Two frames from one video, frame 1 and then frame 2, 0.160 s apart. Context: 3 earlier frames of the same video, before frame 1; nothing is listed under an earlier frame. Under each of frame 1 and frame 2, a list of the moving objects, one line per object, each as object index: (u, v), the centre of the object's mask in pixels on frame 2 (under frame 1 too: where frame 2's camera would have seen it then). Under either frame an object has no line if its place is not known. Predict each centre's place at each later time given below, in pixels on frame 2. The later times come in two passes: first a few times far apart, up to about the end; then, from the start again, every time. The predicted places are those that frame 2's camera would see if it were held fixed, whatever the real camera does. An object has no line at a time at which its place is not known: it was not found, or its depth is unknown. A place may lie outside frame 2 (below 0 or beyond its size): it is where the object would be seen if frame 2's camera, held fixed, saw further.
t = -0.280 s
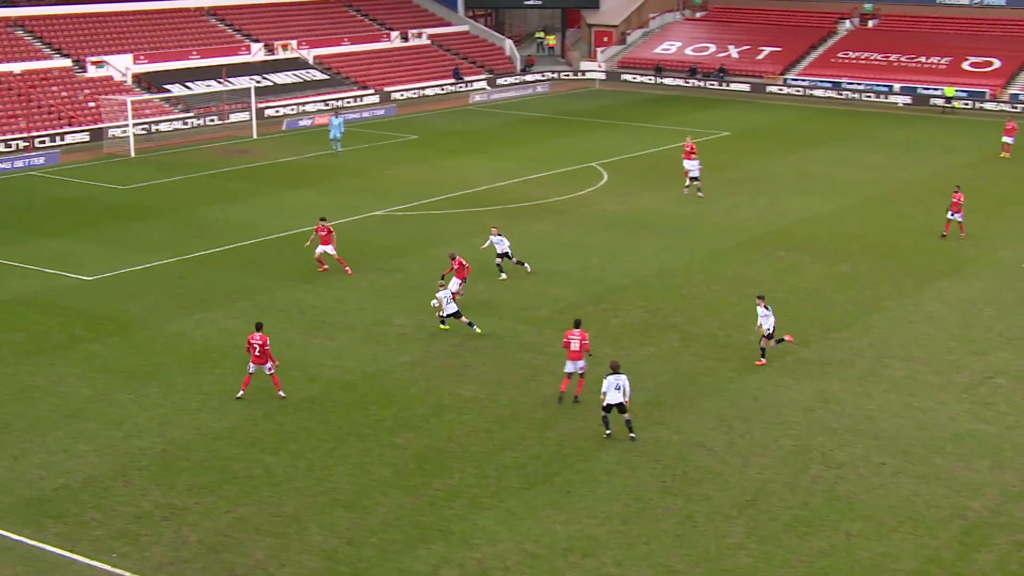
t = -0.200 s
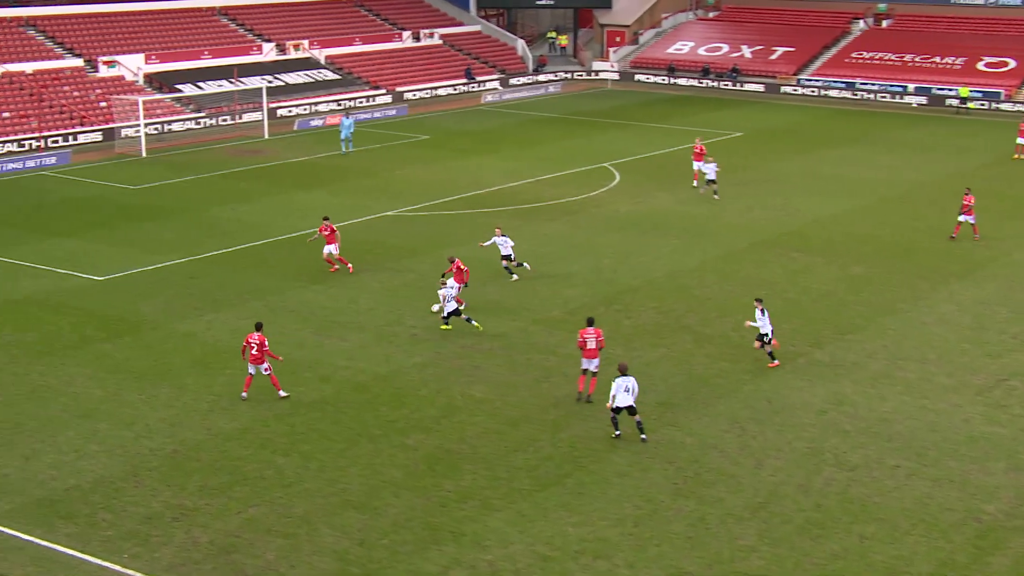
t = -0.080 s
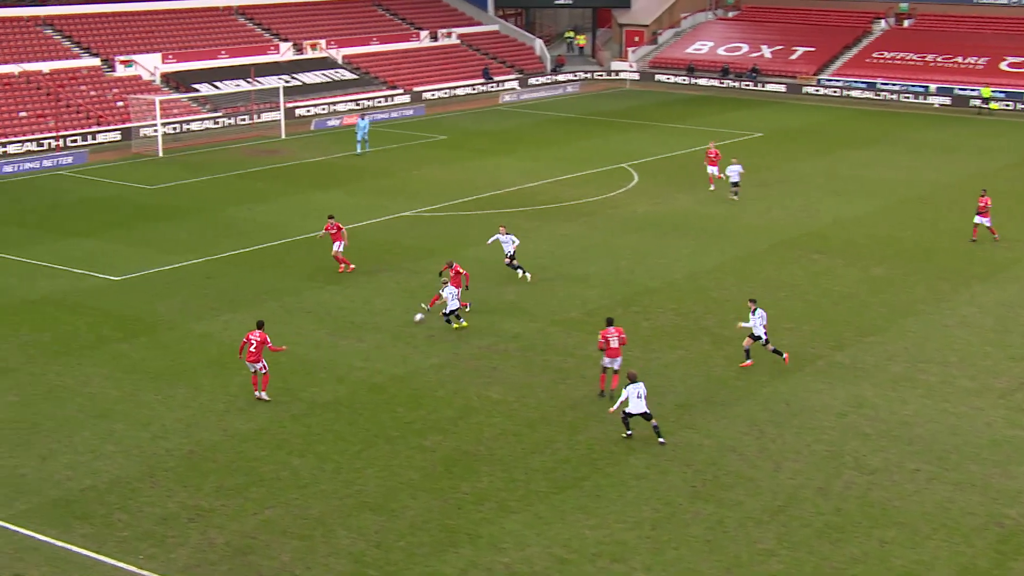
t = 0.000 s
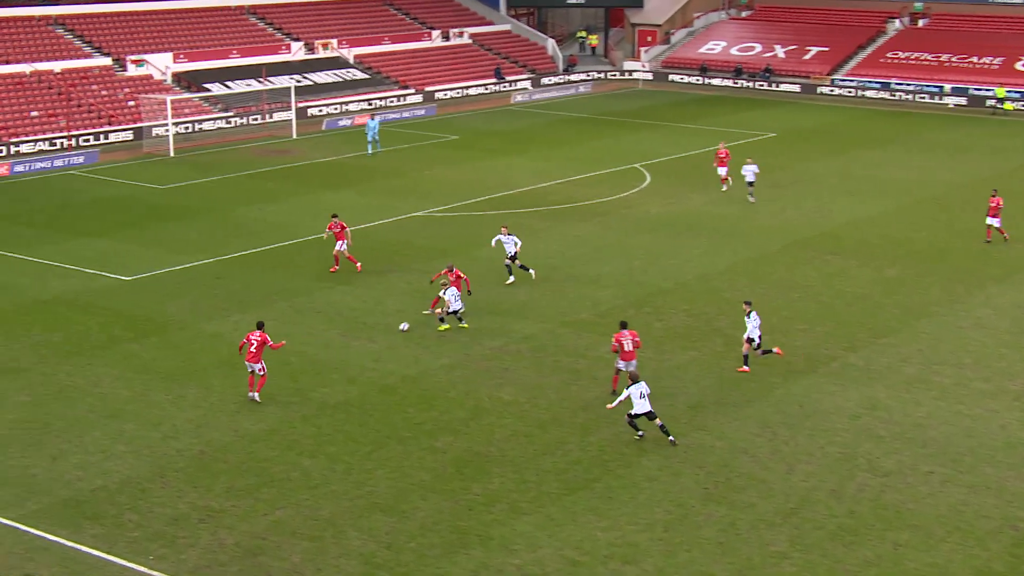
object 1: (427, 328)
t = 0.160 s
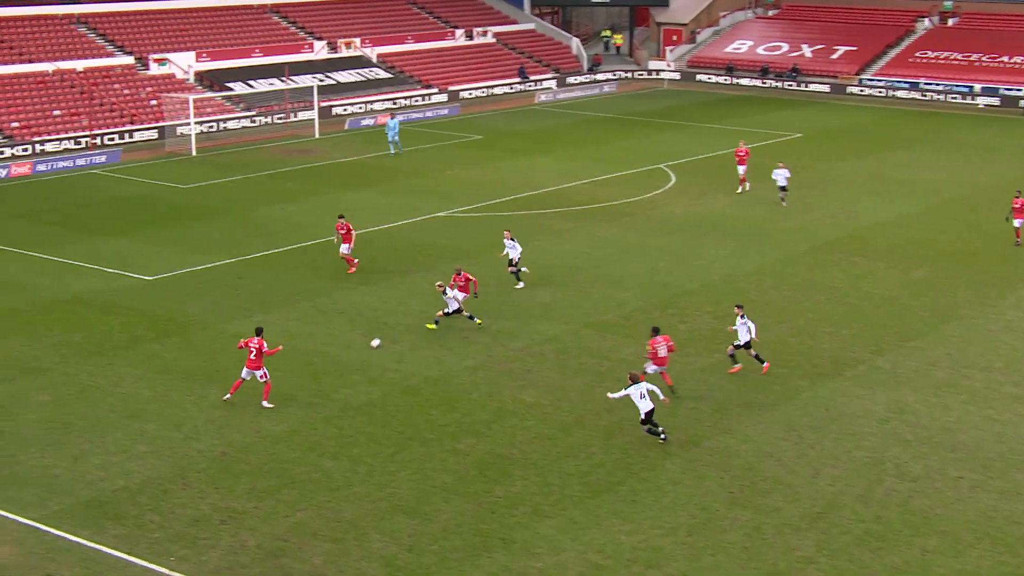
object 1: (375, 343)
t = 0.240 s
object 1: (352, 350)
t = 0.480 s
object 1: (280, 373)
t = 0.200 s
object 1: (363, 346)
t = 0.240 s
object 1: (352, 350)
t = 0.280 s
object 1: (339, 353)
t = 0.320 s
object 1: (327, 358)
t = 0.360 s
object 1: (315, 362)
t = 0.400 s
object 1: (303, 366)
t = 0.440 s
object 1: (292, 369)
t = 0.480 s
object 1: (280, 373)
